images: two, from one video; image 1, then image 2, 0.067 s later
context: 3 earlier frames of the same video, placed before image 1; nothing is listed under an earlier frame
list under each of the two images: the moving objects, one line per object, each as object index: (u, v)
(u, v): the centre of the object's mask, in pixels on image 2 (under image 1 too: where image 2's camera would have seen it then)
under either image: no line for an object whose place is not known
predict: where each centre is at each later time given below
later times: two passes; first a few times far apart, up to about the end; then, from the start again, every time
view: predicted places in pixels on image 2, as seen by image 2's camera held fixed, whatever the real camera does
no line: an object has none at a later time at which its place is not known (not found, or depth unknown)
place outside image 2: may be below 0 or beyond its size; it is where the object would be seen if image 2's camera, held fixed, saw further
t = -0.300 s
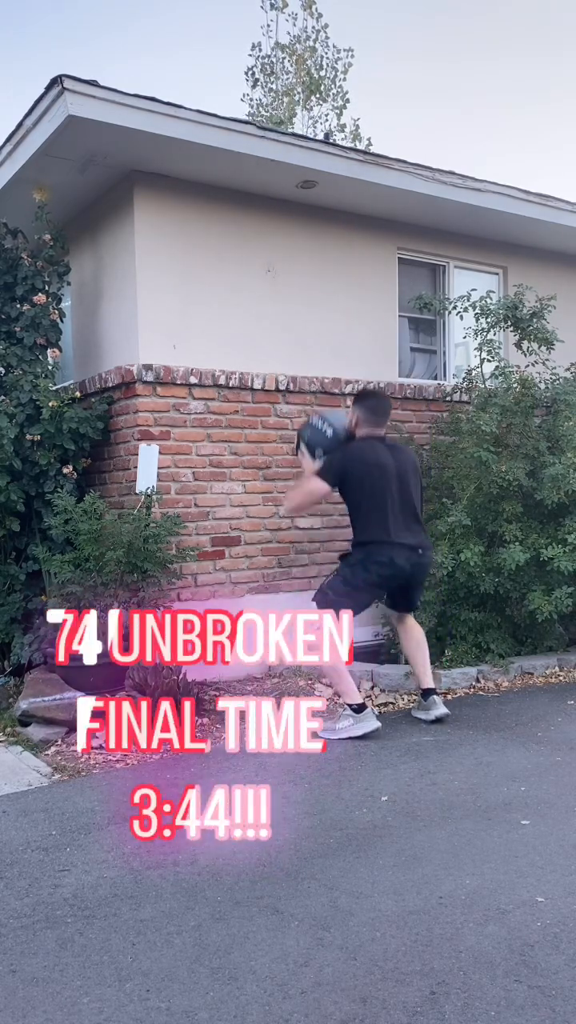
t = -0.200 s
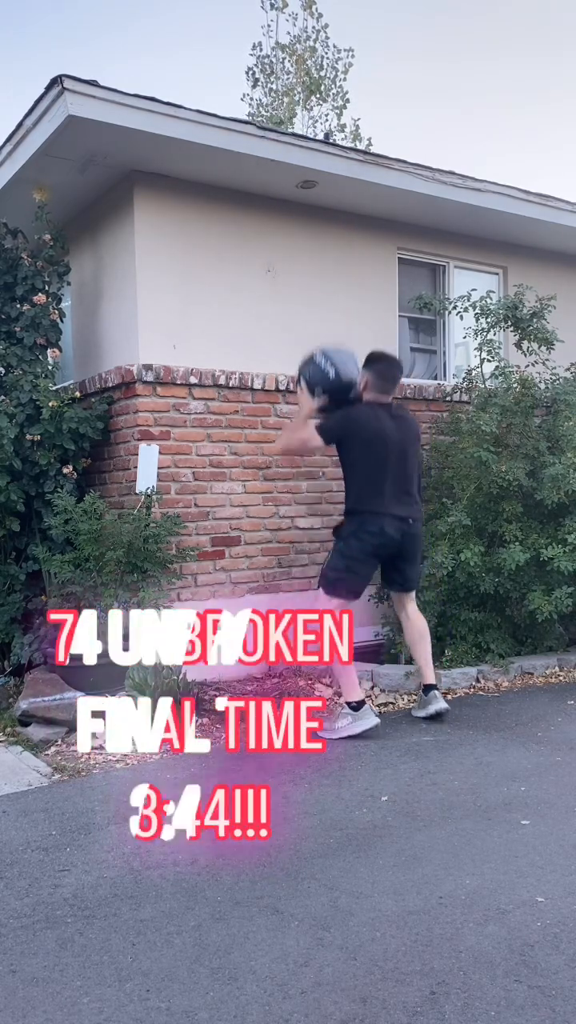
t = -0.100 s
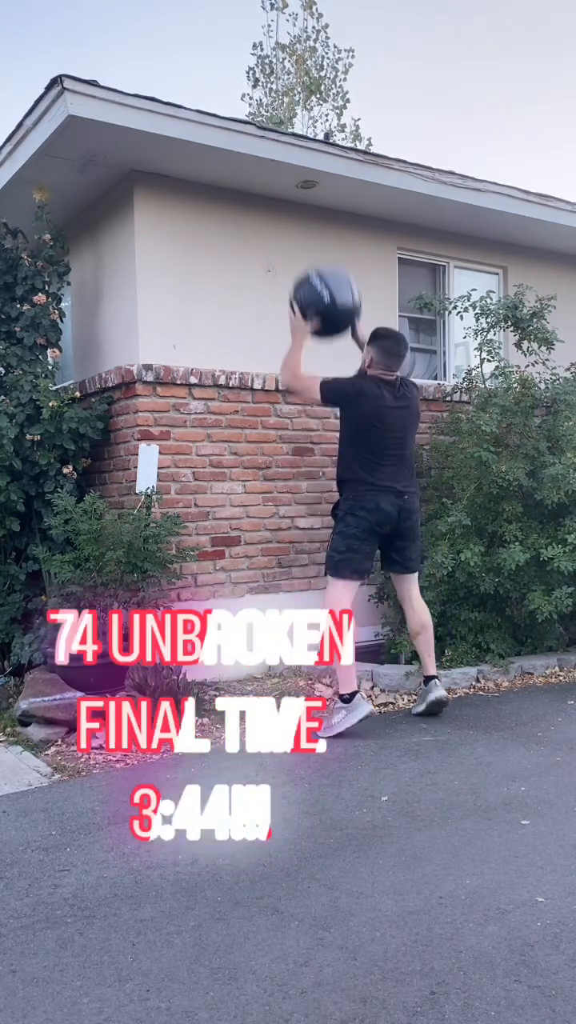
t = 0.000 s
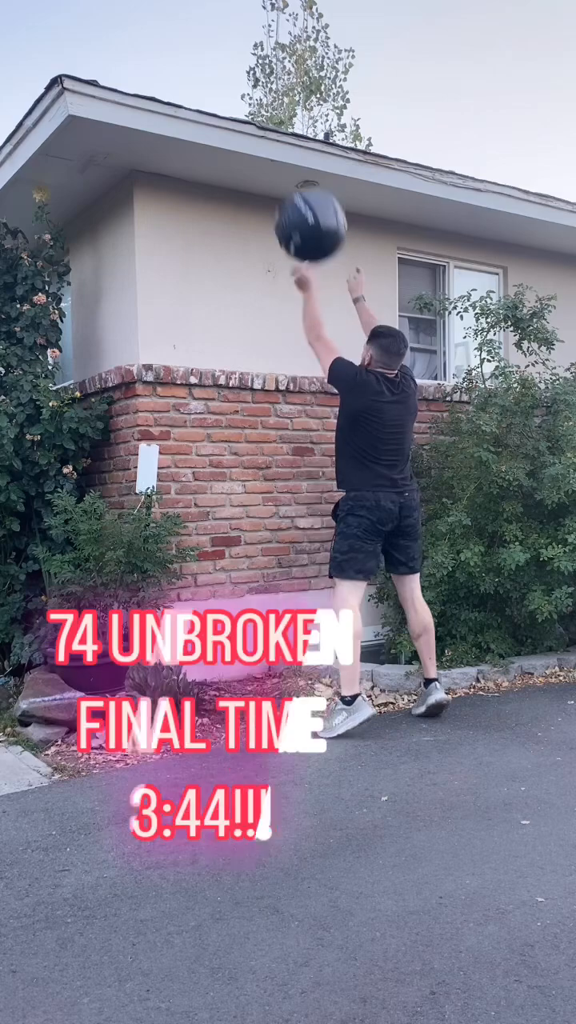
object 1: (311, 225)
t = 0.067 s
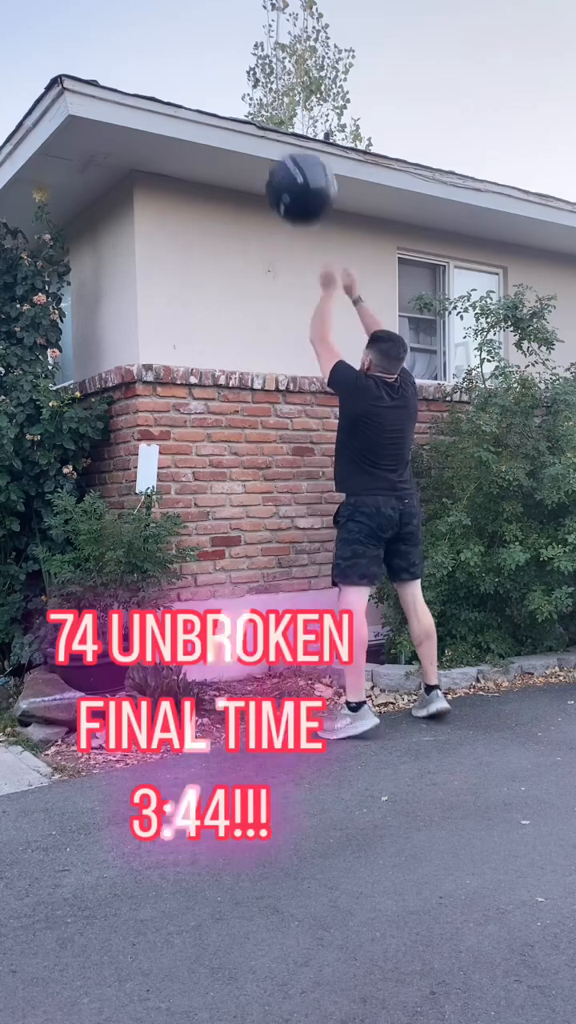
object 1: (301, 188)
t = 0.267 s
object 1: (274, 127)
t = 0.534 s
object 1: (286, 162)
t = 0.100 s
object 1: (296, 171)
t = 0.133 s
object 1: (291, 158)
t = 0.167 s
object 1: (287, 148)
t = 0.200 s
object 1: (282, 138)
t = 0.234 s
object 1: (278, 132)
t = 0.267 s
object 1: (274, 127)
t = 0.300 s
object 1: (270, 126)
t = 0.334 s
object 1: (269, 125)
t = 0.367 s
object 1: (271, 126)
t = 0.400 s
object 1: (274, 129)
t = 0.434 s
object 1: (276, 134)
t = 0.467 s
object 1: (279, 141)
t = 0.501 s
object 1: (282, 150)
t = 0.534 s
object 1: (286, 162)
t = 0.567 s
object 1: (289, 175)
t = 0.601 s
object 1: (292, 192)
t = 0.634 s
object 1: (296, 210)
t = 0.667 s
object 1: (299, 229)
